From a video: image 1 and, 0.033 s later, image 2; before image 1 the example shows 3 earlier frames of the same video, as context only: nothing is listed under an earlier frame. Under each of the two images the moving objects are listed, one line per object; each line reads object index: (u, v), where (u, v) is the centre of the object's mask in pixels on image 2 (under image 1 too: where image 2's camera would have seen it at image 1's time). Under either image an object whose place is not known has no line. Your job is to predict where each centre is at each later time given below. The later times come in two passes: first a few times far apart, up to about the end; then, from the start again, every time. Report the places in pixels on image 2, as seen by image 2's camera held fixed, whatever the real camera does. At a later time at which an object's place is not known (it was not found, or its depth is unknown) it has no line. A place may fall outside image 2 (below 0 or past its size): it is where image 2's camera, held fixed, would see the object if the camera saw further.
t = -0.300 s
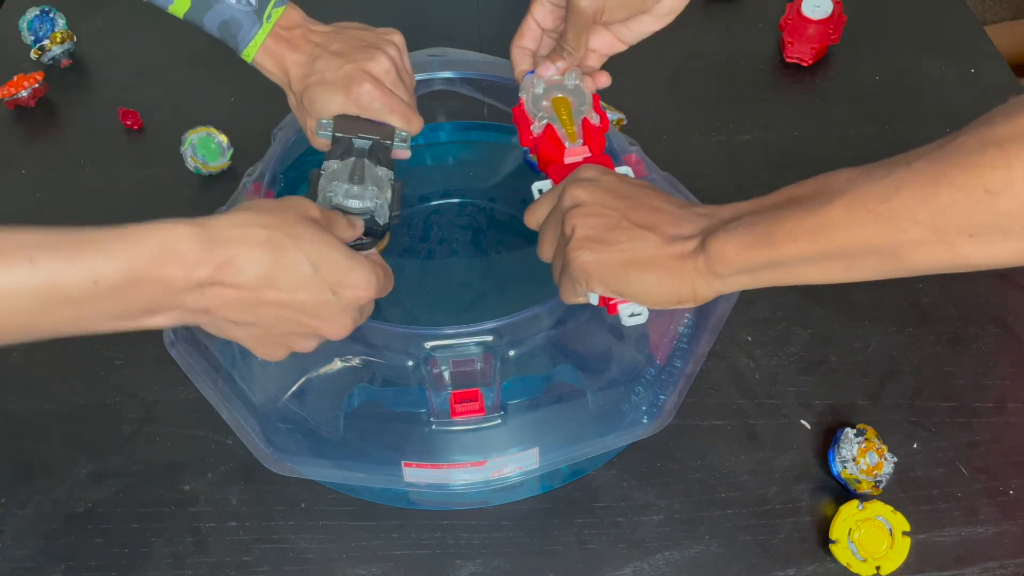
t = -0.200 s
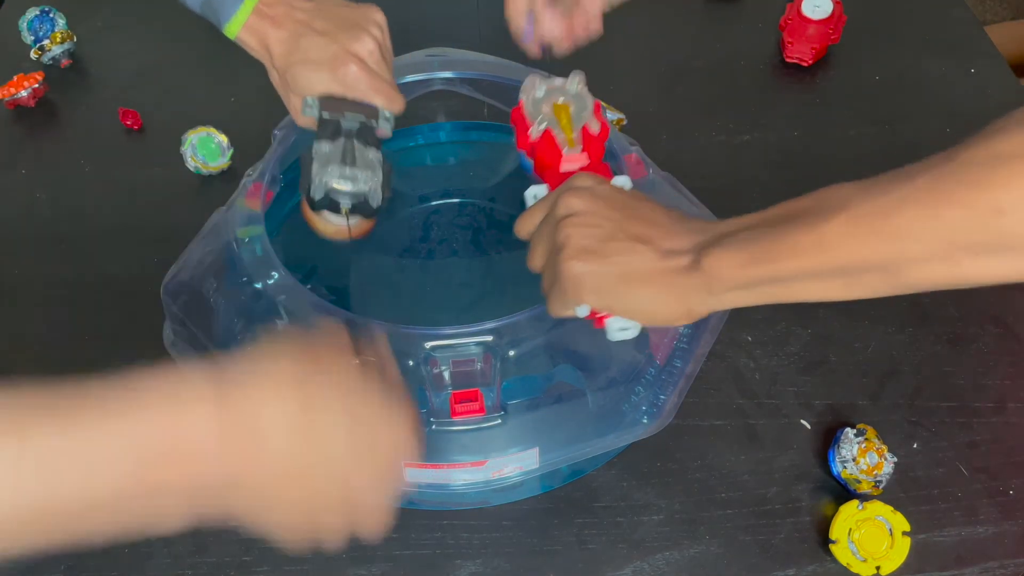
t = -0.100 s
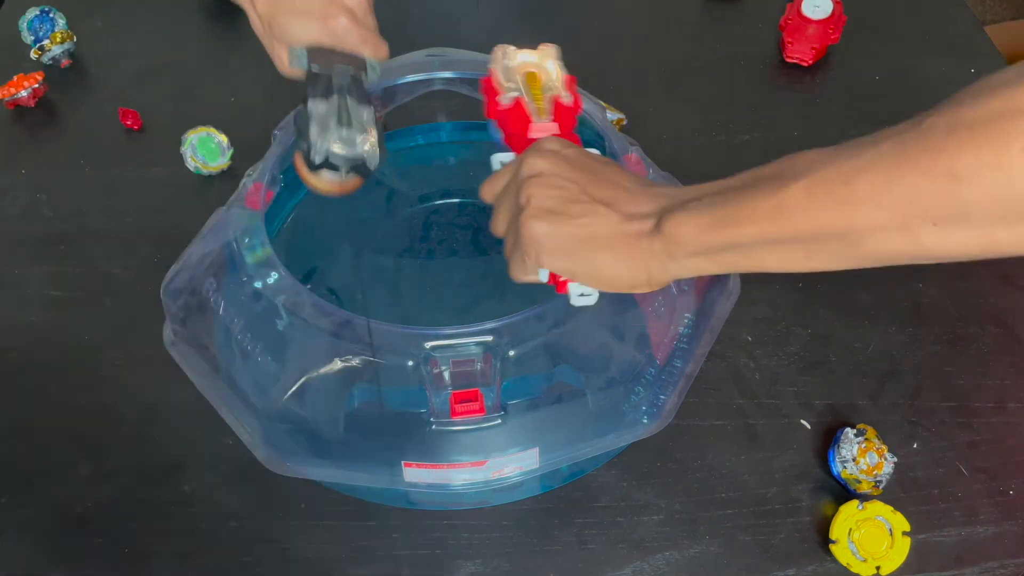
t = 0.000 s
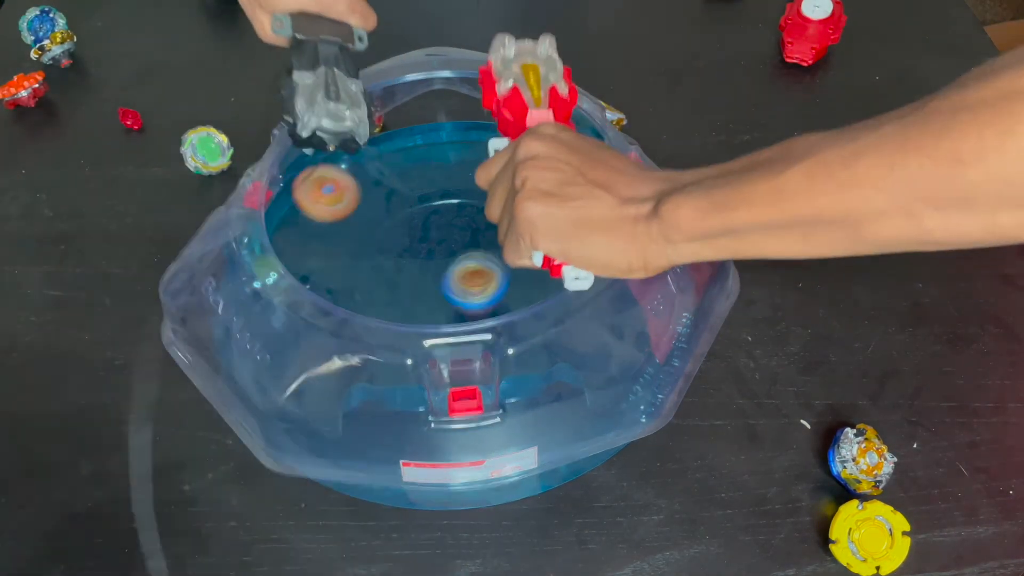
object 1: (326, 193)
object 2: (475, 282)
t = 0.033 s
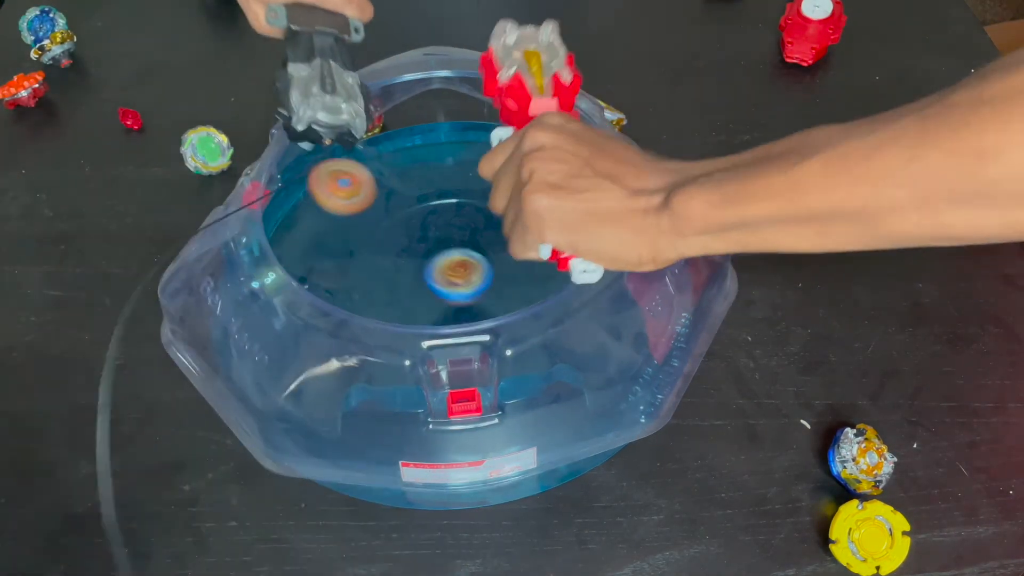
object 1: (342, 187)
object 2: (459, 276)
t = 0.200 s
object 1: (448, 231)
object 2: (391, 292)
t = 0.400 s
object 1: (550, 278)
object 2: (438, 332)
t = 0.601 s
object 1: (617, 334)
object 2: (513, 252)
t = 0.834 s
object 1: (619, 359)
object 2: (409, 127)
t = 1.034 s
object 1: (595, 330)
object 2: (425, 132)
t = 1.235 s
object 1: (575, 343)
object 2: (474, 117)
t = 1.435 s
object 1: (596, 339)
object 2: (465, 121)
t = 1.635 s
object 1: (604, 344)
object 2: (475, 142)
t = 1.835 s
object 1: (639, 313)
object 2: (482, 156)
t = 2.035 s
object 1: (626, 291)
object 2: (455, 174)
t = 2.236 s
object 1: (588, 269)
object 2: (379, 277)
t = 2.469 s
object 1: (567, 258)
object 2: (493, 354)
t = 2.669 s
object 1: (507, 157)
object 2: (639, 304)
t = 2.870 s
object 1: (438, 100)
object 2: (617, 289)
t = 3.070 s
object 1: (430, 105)
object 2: (642, 323)
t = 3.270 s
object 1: (430, 102)
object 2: (604, 268)
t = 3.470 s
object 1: (427, 103)
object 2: (513, 343)
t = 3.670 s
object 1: (421, 105)
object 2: (504, 342)
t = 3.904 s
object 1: (420, 105)
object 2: (464, 247)
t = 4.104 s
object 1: (423, 104)
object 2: (353, 215)
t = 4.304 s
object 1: (424, 104)
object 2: (310, 255)
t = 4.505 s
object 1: (424, 103)
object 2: (458, 287)
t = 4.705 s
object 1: (425, 103)
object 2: (530, 207)
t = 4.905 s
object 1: (426, 103)
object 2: (487, 136)
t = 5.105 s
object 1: (418, 101)
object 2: (457, 110)
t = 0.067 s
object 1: (360, 189)
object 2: (443, 273)
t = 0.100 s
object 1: (381, 200)
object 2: (428, 278)
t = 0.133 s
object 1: (402, 220)
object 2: (414, 277)
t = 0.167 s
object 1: (424, 227)
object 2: (402, 282)
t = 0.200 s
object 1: (448, 231)
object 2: (391, 292)
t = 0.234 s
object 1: (471, 238)
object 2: (384, 299)
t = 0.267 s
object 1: (493, 244)
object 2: (381, 311)
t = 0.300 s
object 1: (512, 251)
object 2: (387, 319)
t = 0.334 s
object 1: (529, 259)
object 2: (398, 326)
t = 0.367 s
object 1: (541, 268)
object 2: (413, 329)
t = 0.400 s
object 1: (550, 278)
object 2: (438, 332)
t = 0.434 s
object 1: (554, 290)
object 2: (466, 329)
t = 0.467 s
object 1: (556, 301)
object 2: (494, 320)
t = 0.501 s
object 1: (573, 304)
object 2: (499, 306)
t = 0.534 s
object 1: (590, 316)
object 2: (505, 292)
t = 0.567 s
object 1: (604, 325)
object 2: (511, 273)
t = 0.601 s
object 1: (617, 334)
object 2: (513, 252)
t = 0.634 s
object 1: (630, 344)
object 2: (509, 228)
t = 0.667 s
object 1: (631, 348)
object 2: (501, 204)
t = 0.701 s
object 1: (625, 354)
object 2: (488, 183)
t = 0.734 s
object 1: (619, 358)
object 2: (473, 167)
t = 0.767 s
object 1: (613, 365)
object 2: (454, 152)
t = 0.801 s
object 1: (614, 362)
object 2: (432, 139)
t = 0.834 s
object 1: (619, 359)
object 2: (409, 127)
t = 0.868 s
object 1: (622, 356)
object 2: (382, 115)
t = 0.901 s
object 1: (623, 351)
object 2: (372, 120)
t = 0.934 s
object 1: (616, 344)
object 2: (387, 127)
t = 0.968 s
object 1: (608, 338)
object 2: (400, 129)
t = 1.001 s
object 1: (601, 333)
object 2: (413, 131)
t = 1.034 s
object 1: (595, 330)
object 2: (425, 132)
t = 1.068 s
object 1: (589, 329)
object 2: (435, 131)
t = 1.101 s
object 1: (584, 329)
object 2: (445, 129)
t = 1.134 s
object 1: (580, 332)
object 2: (454, 127)
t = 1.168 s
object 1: (577, 337)
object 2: (462, 124)
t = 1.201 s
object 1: (576, 343)
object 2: (468, 120)
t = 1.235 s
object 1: (575, 343)
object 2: (474, 117)
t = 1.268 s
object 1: (575, 337)
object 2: (479, 114)
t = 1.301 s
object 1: (576, 334)
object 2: (480, 112)
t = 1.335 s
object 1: (579, 332)
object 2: (478, 113)
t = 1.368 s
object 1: (583, 332)
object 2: (473, 115)
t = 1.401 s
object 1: (588, 335)
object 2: (467, 117)
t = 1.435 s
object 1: (596, 339)
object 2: (465, 121)
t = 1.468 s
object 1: (605, 347)
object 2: (465, 124)
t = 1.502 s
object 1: (614, 355)
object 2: (466, 128)
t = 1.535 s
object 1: (613, 357)
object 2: (468, 131)
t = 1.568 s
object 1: (605, 357)
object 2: (470, 135)
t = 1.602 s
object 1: (603, 351)
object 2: (473, 139)
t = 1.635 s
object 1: (604, 344)
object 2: (475, 142)
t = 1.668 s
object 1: (608, 336)
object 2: (478, 146)
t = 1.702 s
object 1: (615, 330)
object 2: (479, 149)
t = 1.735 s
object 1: (623, 326)
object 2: (481, 154)
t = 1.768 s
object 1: (633, 323)
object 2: (483, 156)
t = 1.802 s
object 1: (640, 318)
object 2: (483, 157)
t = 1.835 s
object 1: (639, 313)
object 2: (482, 156)
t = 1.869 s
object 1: (636, 307)
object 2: (481, 154)
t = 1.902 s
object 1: (635, 303)
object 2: (478, 153)
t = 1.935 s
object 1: (635, 300)
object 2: (473, 156)
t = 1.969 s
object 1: (633, 297)
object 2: (467, 160)
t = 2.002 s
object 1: (630, 294)
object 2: (462, 166)
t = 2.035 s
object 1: (626, 291)
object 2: (455, 174)
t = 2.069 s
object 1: (620, 288)
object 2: (446, 185)
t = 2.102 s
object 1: (615, 285)
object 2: (433, 198)
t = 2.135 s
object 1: (608, 281)
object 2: (417, 214)
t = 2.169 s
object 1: (603, 278)
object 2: (400, 233)
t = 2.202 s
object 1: (595, 274)
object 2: (387, 254)
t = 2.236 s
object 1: (588, 269)
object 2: (379, 277)
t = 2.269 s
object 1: (583, 265)
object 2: (378, 298)
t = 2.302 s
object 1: (577, 261)
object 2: (381, 320)
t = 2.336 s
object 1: (572, 257)
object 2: (392, 340)
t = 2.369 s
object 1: (568, 252)
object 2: (406, 354)
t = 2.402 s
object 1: (566, 251)
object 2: (429, 364)
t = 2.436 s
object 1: (566, 253)
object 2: (462, 362)
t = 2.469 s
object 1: (567, 258)
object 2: (493, 354)
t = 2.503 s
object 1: (565, 262)
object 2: (525, 340)
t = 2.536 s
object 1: (557, 265)
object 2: (553, 320)
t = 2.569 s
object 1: (549, 241)
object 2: (576, 336)
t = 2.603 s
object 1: (536, 210)
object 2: (609, 354)
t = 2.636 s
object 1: (522, 181)
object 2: (638, 332)
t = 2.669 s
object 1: (507, 157)
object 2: (639, 304)
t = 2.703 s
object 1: (493, 139)
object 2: (638, 287)
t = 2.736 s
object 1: (479, 125)
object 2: (635, 275)
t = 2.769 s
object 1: (467, 109)
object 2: (641, 254)
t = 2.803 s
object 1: (457, 99)
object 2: (636, 255)
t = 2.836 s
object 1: (447, 96)
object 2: (625, 274)
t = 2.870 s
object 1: (438, 100)
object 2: (617, 289)
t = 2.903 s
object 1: (428, 99)
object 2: (608, 309)
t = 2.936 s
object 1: (422, 104)
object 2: (603, 329)
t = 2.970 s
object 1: (418, 105)
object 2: (604, 350)
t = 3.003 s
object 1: (421, 105)
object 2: (626, 348)
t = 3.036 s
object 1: (425, 105)
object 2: (637, 334)
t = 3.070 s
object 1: (430, 105)
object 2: (642, 323)
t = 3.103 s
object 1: (433, 104)
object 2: (640, 306)
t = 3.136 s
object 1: (435, 104)
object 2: (642, 289)
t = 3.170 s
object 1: (435, 103)
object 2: (640, 271)
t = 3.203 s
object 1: (434, 103)
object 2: (638, 255)
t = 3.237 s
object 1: (432, 102)
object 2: (624, 255)
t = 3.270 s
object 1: (430, 102)
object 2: (604, 268)
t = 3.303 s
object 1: (429, 101)
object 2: (584, 280)
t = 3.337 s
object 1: (428, 102)
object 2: (565, 294)
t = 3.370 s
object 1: (428, 102)
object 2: (547, 311)
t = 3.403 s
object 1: (427, 102)
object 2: (534, 323)
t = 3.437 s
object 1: (427, 102)
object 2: (522, 335)
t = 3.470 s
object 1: (427, 103)
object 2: (513, 343)
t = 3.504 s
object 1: (426, 103)
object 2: (503, 348)
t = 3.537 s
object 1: (425, 103)
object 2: (495, 350)
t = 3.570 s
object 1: (424, 104)
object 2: (493, 352)
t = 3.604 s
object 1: (423, 104)
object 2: (494, 350)
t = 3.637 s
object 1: (422, 104)
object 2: (496, 346)
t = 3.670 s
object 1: (421, 105)
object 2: (504, 342)
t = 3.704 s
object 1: (420, 105)
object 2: (509, 331)
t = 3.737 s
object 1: (418, 105)
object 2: (512, 316)
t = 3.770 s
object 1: (418, 105)
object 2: (510, 302)
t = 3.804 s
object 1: (419, 105)
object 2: (504, 286)
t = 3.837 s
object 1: (420, 105)
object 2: (494, 273)
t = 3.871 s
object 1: (420, 105)
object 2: (480, 259)
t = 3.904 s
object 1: (420, 105)
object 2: (464, 247)
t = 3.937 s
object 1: (420, 105)
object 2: (446, 236)
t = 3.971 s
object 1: (421, 104)
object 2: (427, 228)
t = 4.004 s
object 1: (421, 104)
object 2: (408, 221)
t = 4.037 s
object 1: (422, 104)
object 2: (388, 217)
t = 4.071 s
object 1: (422, 104)
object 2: (369, 214)
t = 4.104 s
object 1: (423, 104)
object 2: (353, 215)
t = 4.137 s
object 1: (423, 104)
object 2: (337, 218)
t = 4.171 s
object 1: (423, 104)
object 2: (322, 223)
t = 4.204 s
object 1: (423, 104)
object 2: (306, 229)
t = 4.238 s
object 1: (423, 104)
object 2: (293, 235)
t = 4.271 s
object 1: (424, 104)
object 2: (298, 242)
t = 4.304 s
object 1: (424, 104)
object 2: (310, 255)
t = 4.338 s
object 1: (424, 103)
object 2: (327, 268)
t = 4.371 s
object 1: (424, 103)
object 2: (349, 279)
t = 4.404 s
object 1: (424, 103)
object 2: (375, 290)
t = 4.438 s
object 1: (424, 103)
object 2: (403, 293)
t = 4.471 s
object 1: (424, 103)
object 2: (431, 293)
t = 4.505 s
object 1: (424, 103)
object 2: (458, 287)
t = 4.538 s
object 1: (424, 103)
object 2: (481, 277)
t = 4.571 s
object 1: (424, 103)
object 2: (500, 266)
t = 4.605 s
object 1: (424, 103)
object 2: (515, 252)
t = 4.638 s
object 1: (425, 103)
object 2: (525, 237)
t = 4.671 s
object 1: (425, 103)
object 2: (529, 223)
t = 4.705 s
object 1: (425, 103)
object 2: (530, 207)
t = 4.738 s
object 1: (425, 103)
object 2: (527, 193)
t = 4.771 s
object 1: (426, 103)
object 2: (523, 180)
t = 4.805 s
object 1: (426, 103)
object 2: (518, 165)
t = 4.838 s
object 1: (426, 103)
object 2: (510, 150)
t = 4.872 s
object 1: (426, 103)
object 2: (501, 139)
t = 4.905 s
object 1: (426, 103)
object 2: (487, 136)
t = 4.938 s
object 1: (426, 103)
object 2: (476, 127)
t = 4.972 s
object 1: (425, 103)
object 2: (468, 123)
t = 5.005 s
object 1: (423, 102)
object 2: (464, 119)
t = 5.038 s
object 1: (422, 101)
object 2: (462, 116)
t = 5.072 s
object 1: (420, 101)
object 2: (460, 112)
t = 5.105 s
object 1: (418, 101)
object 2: (457, 110)
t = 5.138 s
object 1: (415, 101)
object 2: (449, 110)
